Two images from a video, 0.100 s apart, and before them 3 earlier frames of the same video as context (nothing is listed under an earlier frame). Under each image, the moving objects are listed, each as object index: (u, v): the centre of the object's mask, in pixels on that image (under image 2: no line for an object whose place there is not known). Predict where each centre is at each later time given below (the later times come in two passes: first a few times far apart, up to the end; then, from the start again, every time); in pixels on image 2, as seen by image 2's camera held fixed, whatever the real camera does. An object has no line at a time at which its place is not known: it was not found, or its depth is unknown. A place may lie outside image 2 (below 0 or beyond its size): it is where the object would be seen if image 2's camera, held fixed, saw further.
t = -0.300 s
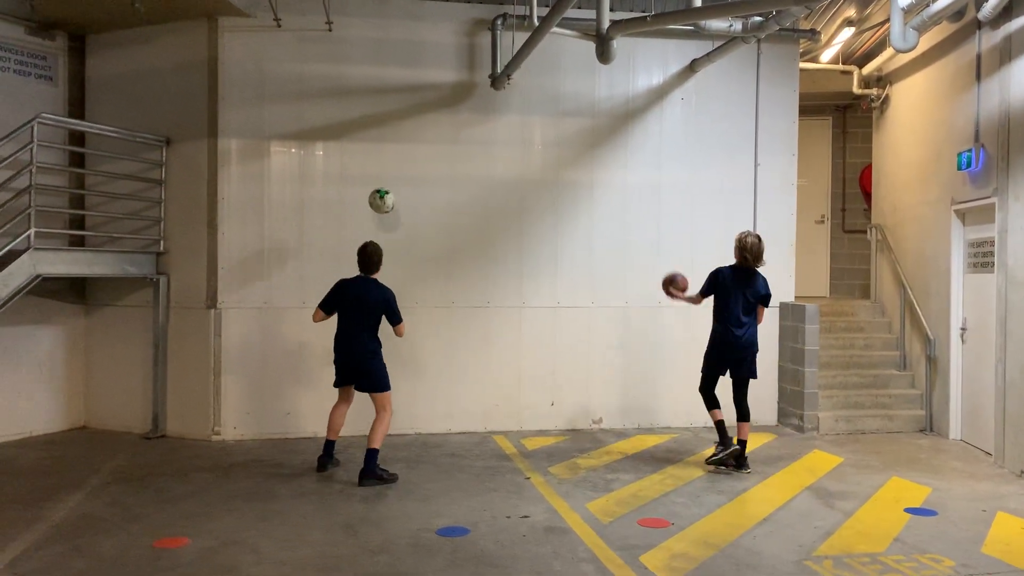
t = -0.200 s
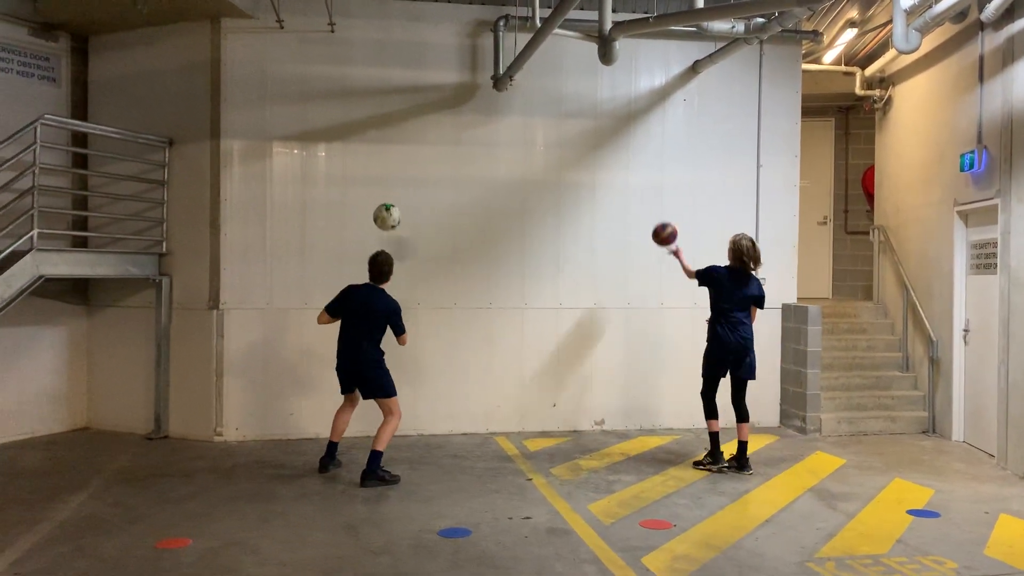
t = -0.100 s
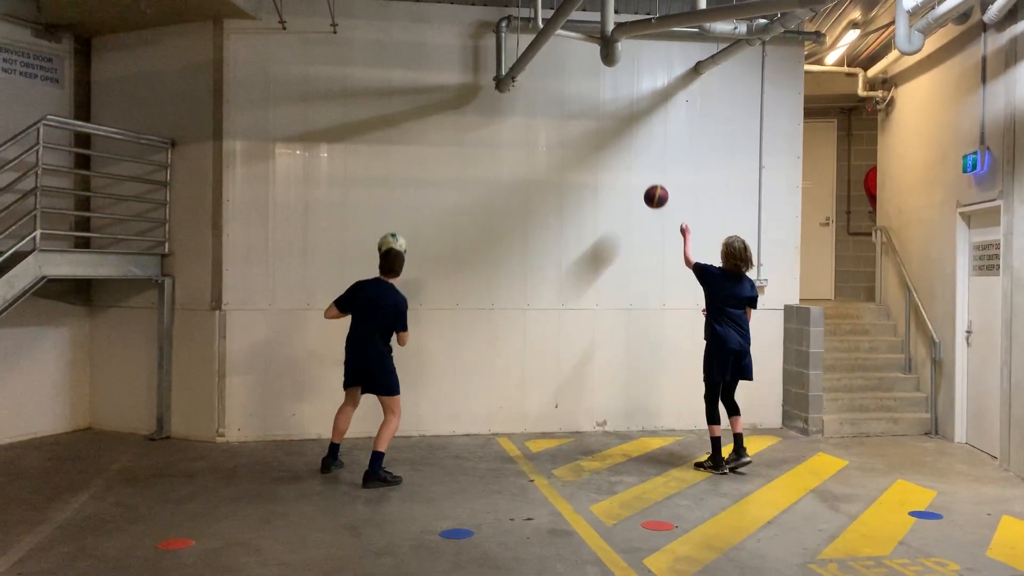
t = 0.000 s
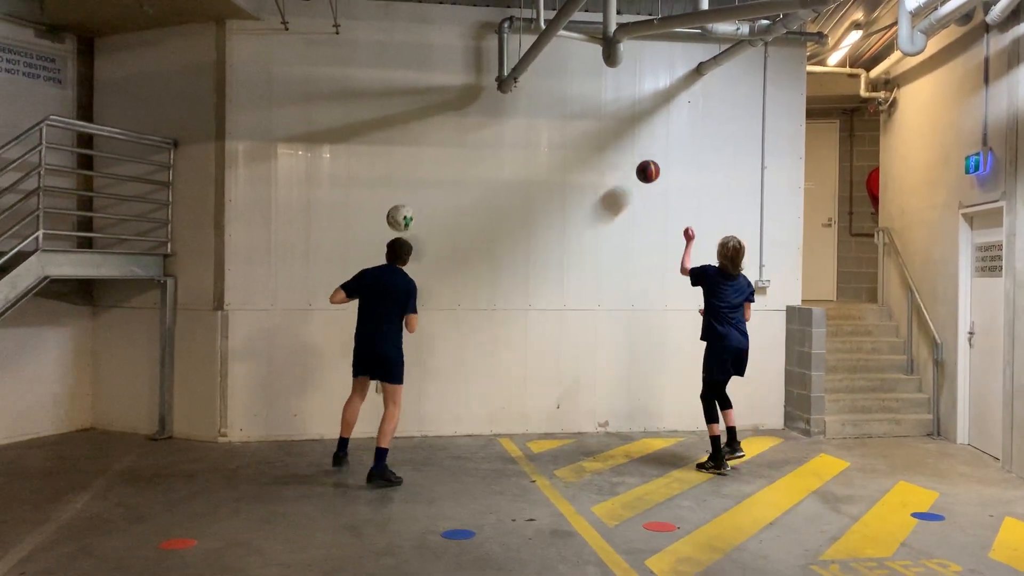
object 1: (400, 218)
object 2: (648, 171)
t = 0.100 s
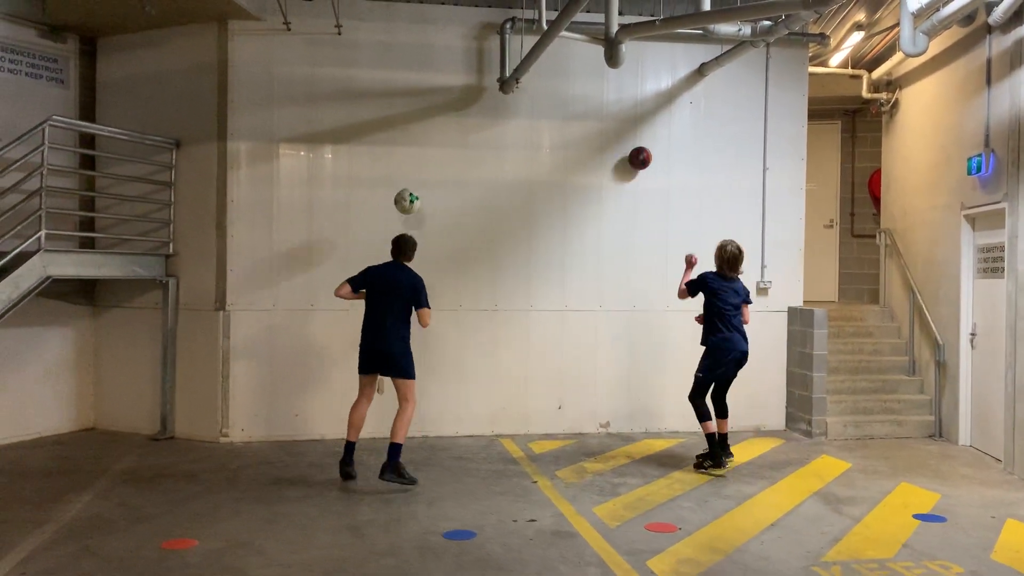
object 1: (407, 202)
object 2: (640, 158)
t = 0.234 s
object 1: (413, 196)
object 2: (646, 149)
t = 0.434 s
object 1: (425, 208)
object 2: (660, 170)
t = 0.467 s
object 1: (427, 215)
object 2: (663, 179)
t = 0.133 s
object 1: (408, 199)
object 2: (638, 155)
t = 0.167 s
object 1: (410, 197)
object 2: (641, 152)
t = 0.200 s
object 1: (411, 196)
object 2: (644, 150)
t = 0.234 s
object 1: (413, 196)
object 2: (646, 149)
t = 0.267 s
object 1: (414, 195)
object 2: (648, 150)
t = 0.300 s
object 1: (416, 195)
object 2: (651, 151)
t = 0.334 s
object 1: (418, 196)
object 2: (653, 154)
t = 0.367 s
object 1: (421, 199)
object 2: (655, 158)
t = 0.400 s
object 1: (423, 203)
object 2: (658, 164)
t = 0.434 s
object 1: (425, 208)
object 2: (660, 170)
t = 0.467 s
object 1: (427, 215)
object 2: (663, 179)
